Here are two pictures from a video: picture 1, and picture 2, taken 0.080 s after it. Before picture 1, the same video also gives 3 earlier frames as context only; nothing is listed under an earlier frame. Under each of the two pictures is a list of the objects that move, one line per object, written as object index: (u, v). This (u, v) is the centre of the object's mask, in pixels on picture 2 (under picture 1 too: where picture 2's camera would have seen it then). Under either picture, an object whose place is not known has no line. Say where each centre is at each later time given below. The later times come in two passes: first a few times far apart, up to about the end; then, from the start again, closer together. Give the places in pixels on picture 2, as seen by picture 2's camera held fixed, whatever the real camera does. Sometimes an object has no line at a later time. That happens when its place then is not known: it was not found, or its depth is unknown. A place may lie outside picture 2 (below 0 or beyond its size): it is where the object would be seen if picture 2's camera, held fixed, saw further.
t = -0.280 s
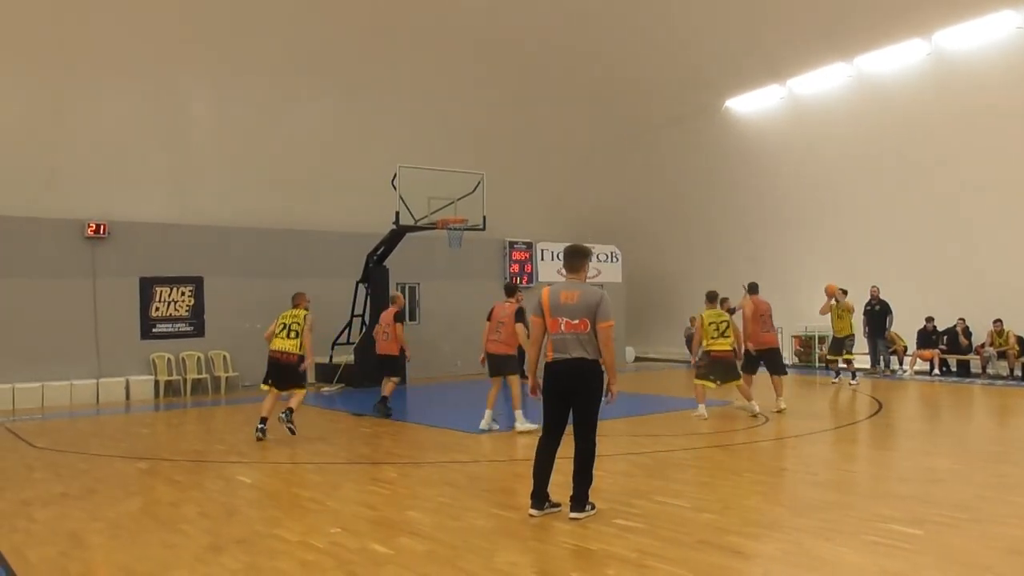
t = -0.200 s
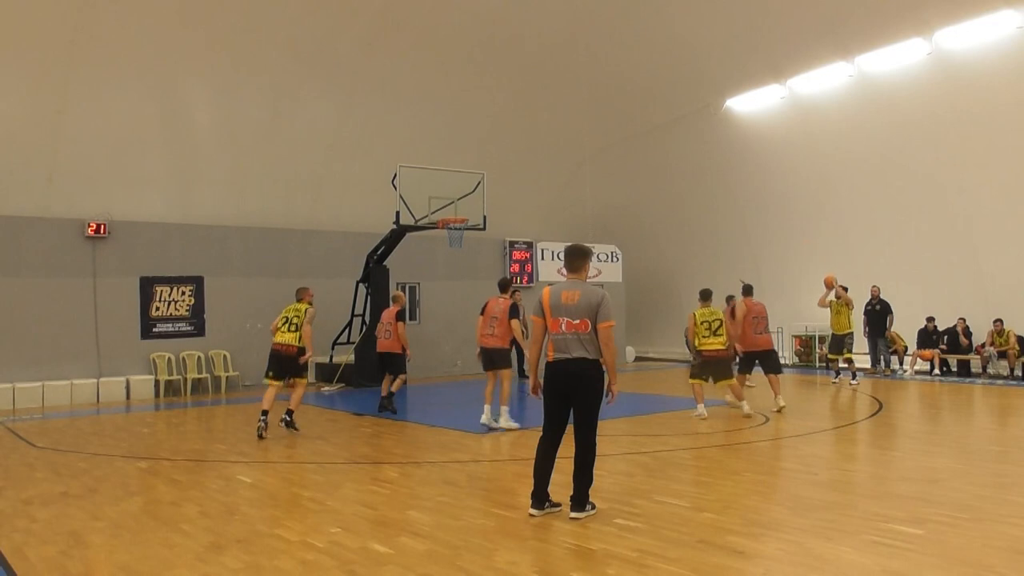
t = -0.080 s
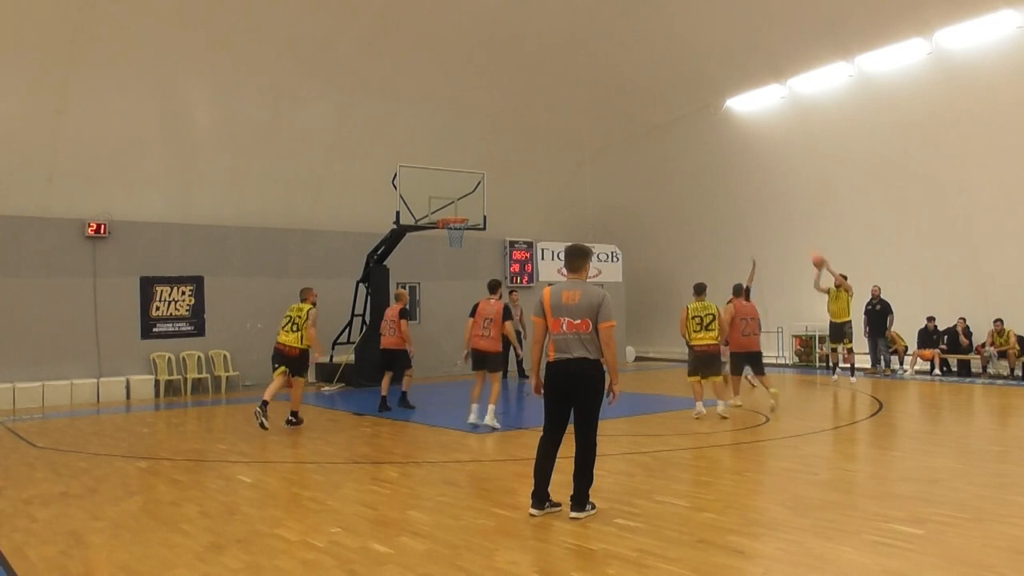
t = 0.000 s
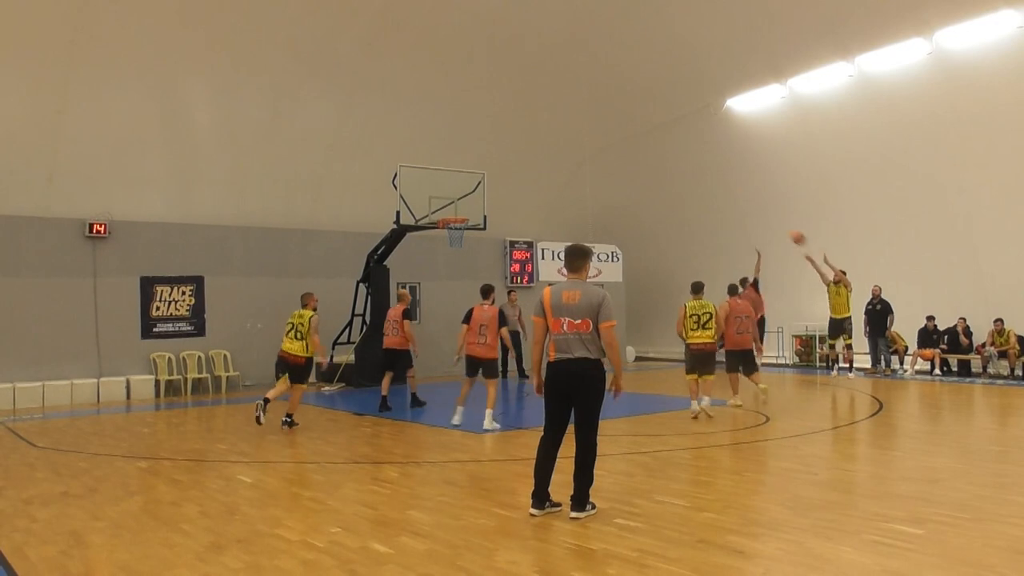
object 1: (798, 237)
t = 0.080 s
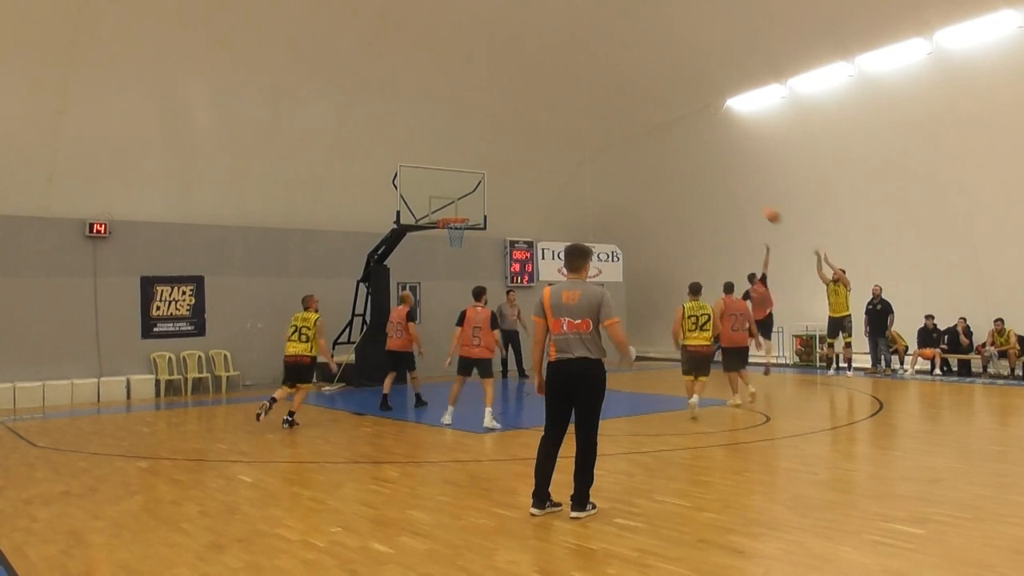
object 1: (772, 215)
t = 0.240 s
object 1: (723, 183)
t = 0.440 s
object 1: (659, 160)
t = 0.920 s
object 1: (506, 191)
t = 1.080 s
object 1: (465, 228)
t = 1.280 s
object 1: (448, 290)
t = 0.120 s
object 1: (760, 206)
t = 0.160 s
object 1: (747, 197)
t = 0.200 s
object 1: (735, 189)
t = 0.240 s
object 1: (723, 183)
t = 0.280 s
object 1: (709, 177)
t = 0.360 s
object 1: (684, 167)
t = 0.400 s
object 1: (672, 162)
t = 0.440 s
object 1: (659, 160)
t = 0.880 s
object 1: (519, 184)
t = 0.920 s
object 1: (506, 191)
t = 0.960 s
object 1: (494, 200)
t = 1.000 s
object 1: (480, 210)
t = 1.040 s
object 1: (468, 218)
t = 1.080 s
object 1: (465, 228)
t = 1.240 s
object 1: (451, 276)
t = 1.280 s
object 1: (448, 290)
